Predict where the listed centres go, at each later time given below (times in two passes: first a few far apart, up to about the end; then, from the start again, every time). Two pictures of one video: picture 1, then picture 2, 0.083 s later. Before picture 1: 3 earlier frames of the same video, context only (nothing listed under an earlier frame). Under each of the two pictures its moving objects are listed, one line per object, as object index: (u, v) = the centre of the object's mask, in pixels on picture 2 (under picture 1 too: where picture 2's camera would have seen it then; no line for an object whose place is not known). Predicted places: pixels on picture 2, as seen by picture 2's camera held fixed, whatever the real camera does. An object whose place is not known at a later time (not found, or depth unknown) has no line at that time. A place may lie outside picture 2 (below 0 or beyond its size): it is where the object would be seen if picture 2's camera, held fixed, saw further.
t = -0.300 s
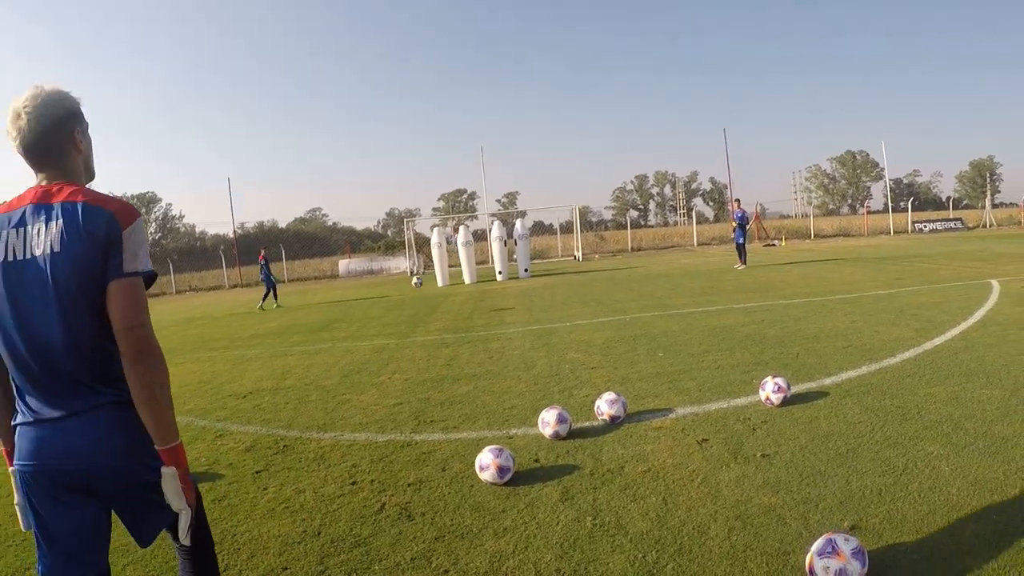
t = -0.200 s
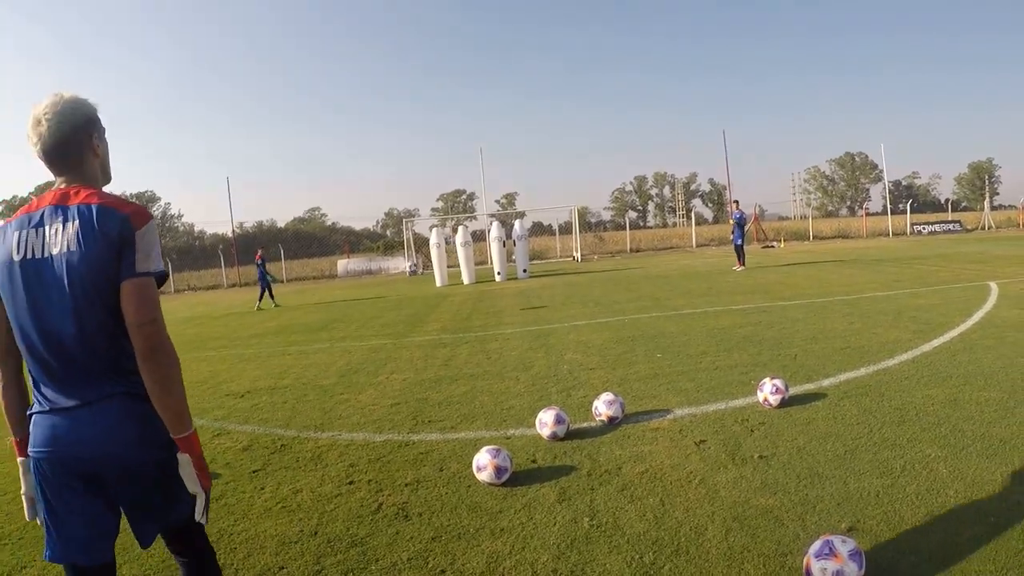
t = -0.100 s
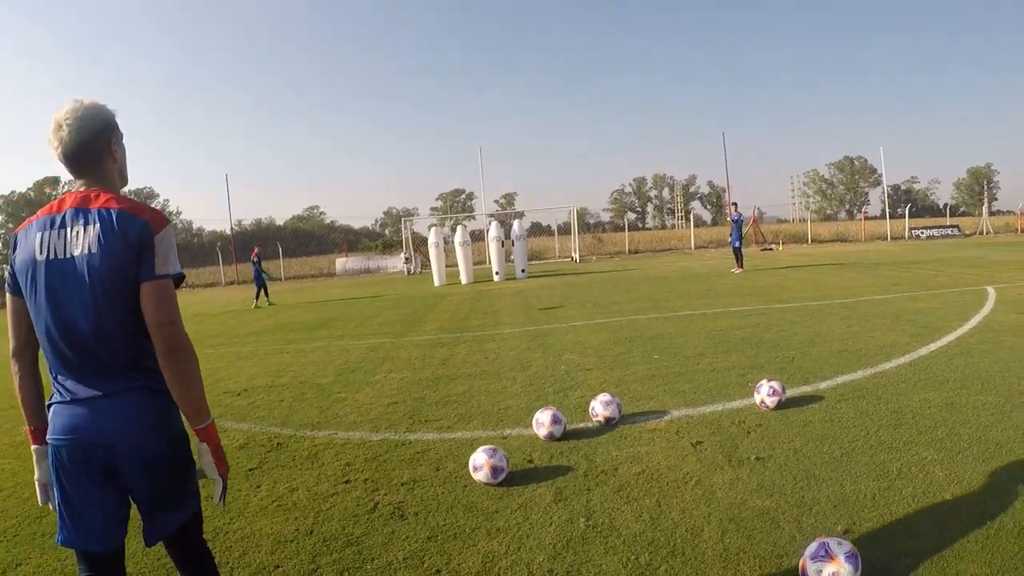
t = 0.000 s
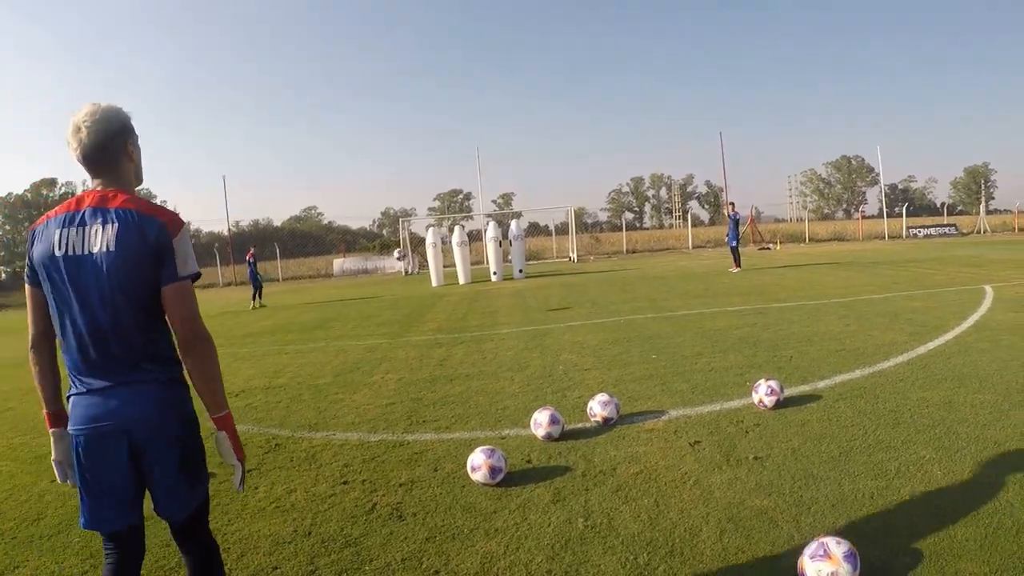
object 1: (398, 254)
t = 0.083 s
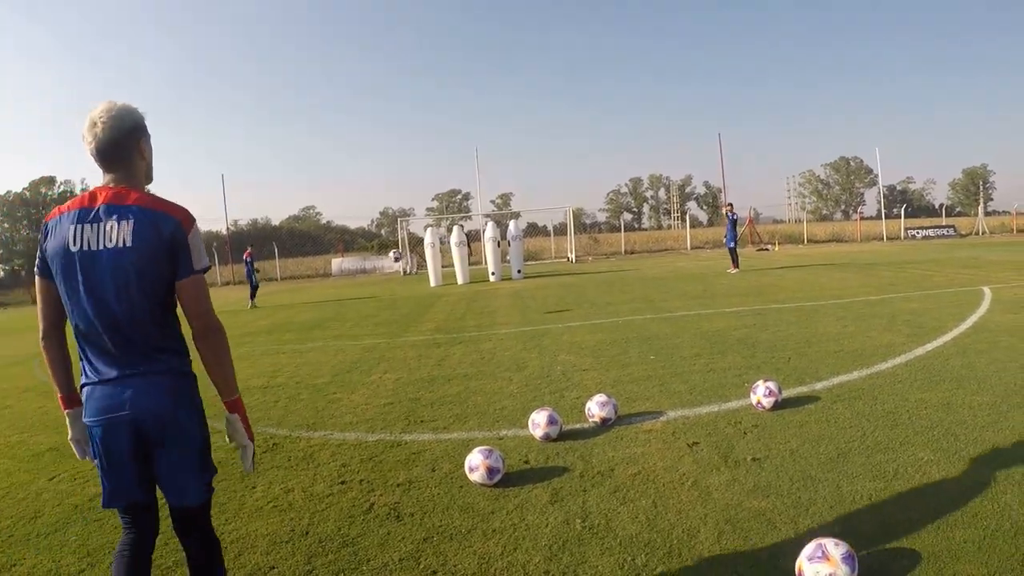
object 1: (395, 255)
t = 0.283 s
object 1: (388, 277)
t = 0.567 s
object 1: (380, 324)
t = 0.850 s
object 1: (364, 315)
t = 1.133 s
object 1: (353, 354)
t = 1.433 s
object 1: (336, 378)
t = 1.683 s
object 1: (318, 396)
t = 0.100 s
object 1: (395, 256)
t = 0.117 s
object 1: (394, 257)
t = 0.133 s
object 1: (393, 259)
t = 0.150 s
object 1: (393, 260)
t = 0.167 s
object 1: (392, 261)
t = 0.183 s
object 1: (392, 263)
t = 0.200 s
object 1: (391, 265)
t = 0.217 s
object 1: (390, 267)
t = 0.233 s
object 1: (390, 269)
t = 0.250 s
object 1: (389, 272)
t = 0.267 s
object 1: (388, 274)
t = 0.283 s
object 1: (388, 277)
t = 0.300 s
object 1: (388, 280)
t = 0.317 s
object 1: (387, 283)
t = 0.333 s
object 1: (387, 287)
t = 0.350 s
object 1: (386, 290)
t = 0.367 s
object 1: (386, 294)
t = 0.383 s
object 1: (385, 299)
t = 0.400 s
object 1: (385, 303)
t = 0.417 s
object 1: (385, 308)
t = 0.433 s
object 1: (384, 313)
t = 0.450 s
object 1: (384, 318)
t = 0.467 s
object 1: (384, 323)
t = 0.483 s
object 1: (384, 329)
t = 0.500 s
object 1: (384, 334)
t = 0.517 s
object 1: (383, 331)
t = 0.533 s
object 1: (382, 329)
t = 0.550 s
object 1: (380, 326)
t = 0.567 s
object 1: (380, 324)
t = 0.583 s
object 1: (378, 323)
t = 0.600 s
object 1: (378, 320)
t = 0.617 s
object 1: (377, 319)
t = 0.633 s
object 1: (376, 318)
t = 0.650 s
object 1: (375, 317)
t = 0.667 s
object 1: (374, 315)
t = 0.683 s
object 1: (373, 314)
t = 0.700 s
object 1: (372, 314)
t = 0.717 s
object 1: (371, 313)
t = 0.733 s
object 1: (370, 313)
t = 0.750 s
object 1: (369, 313)
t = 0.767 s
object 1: (368, 313)
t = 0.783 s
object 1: (367, 313)
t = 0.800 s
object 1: (366, 313)
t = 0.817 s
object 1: (366, 314)
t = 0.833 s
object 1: (365, 315)
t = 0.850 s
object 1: (364, 315)
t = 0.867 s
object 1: (363, 317)
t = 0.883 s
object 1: (363, 318)
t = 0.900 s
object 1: (362, 321)
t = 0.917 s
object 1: (361, 322)
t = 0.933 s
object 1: (361, 325)
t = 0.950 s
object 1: (360, 327)
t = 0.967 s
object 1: (359, 331)
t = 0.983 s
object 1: (359, 333)
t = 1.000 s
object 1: (358, 338)
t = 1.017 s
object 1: (358, 341)
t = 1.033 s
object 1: (357, 345)
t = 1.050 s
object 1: (357, 349)
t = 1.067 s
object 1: (357, 353)
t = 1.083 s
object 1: (357, 358)
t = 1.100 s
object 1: (356, 357)
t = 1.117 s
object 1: (355, 356)
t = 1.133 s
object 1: (353, 354)
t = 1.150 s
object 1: (352, 353)
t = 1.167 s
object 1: (352, 352)
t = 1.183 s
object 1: (351, 352)
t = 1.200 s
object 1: (349, 352)
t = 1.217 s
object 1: (348, 352)
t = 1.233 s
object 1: (347, 353)
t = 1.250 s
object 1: (346, 352)
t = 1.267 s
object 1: (346, 353)
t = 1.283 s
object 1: (345, 354)
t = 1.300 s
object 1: (343, 355)
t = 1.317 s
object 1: (343, 358)
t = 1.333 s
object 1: (341, 359)
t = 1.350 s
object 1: (341, 362)
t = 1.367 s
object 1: (340, 364)
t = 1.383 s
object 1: (339, 367)
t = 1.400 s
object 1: (338, 370)
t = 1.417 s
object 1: (338, 374)
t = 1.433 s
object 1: (336, 378)
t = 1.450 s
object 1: (336, 380)
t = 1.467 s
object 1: (334, 379)
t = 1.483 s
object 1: (333, 379)
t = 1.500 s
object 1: (332, 380)
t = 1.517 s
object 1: (330, 380)
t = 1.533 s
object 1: (329, 381)
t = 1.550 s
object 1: (328, 382)
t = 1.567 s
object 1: (327, 384)
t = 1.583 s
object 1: (325, 385)
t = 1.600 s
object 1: (324, 388)
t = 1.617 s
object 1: (323, 390)
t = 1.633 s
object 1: (322, 392)
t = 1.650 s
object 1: (321, 394)
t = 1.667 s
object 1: (319, 395)
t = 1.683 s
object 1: (318, 396)
